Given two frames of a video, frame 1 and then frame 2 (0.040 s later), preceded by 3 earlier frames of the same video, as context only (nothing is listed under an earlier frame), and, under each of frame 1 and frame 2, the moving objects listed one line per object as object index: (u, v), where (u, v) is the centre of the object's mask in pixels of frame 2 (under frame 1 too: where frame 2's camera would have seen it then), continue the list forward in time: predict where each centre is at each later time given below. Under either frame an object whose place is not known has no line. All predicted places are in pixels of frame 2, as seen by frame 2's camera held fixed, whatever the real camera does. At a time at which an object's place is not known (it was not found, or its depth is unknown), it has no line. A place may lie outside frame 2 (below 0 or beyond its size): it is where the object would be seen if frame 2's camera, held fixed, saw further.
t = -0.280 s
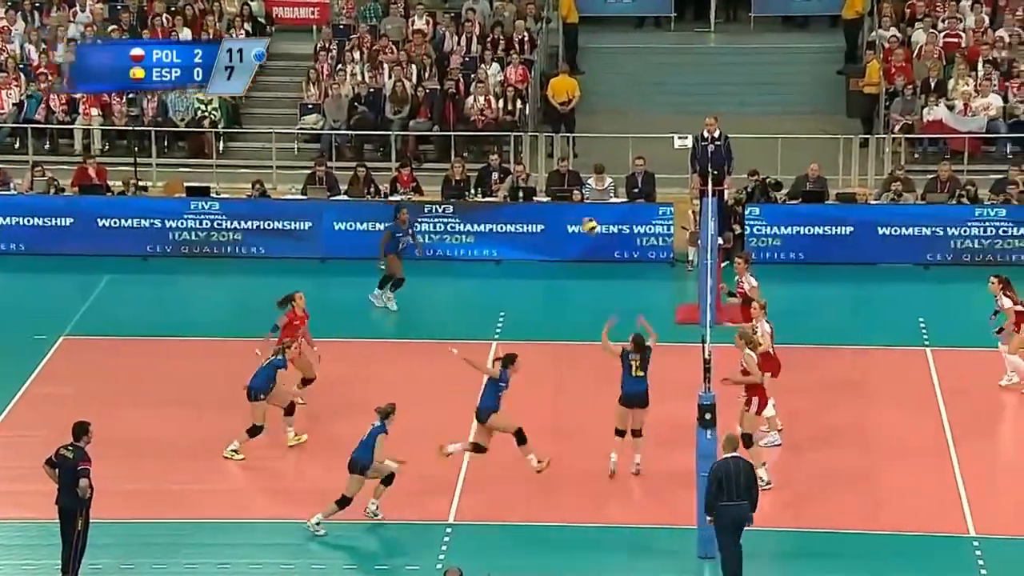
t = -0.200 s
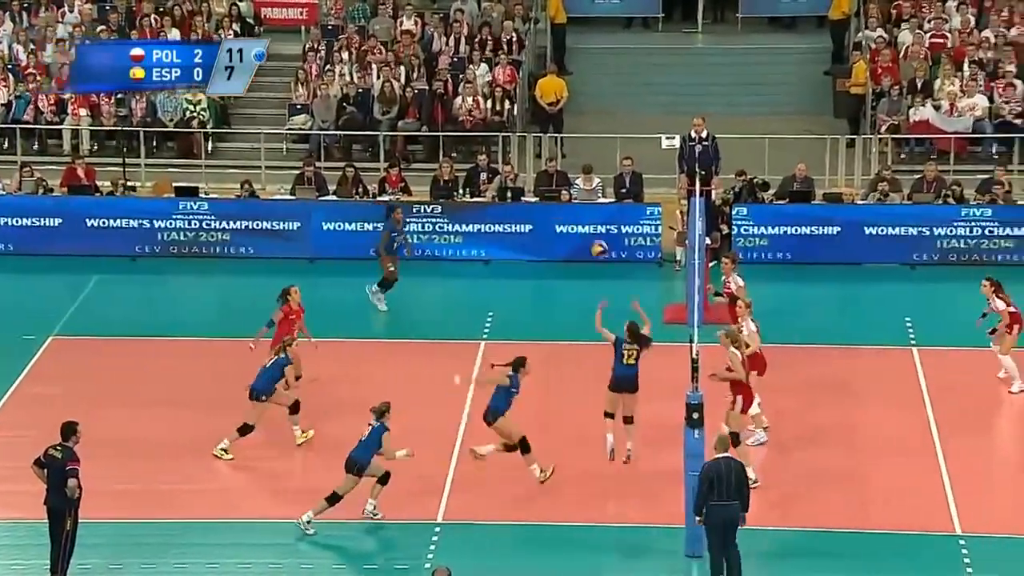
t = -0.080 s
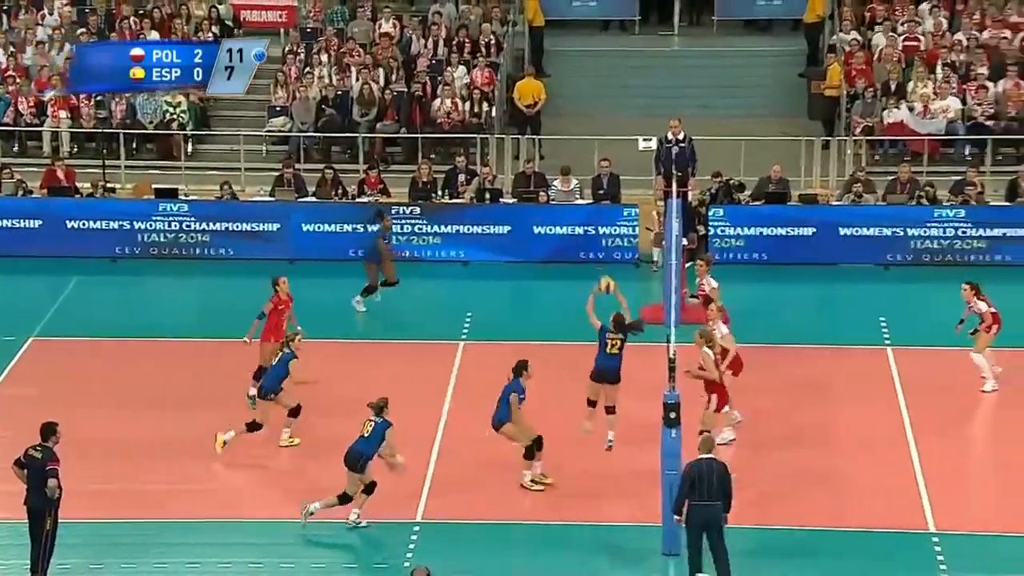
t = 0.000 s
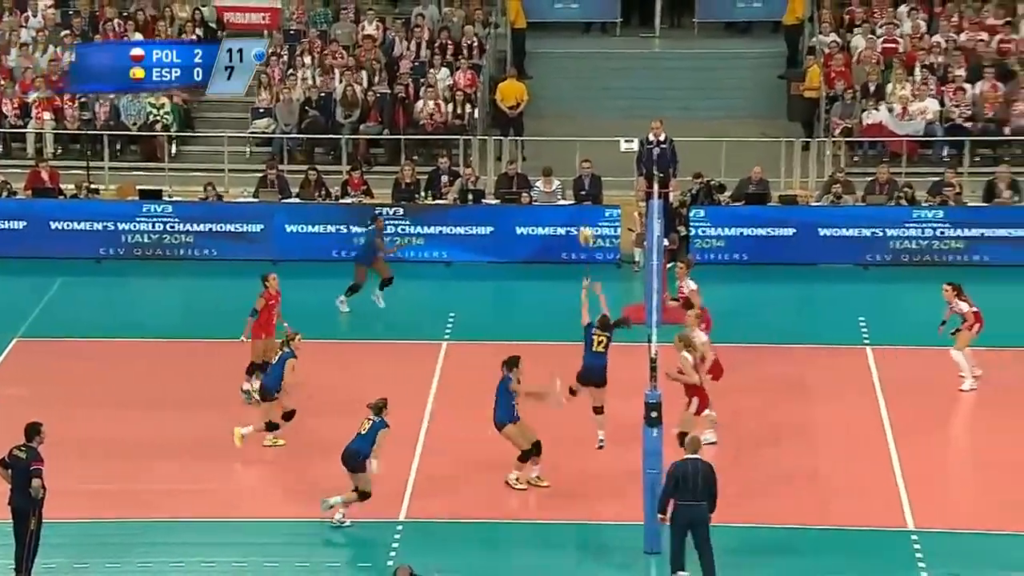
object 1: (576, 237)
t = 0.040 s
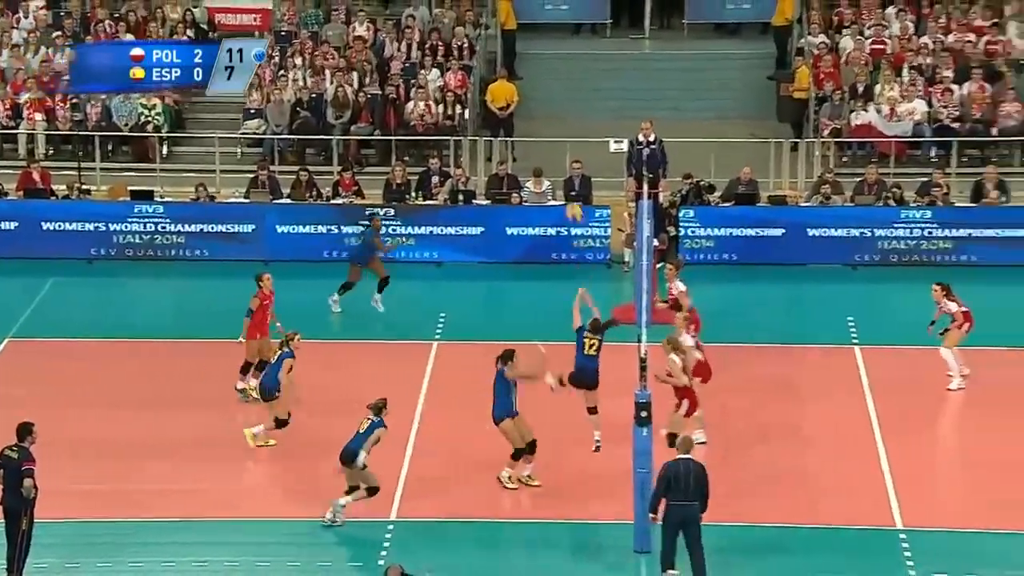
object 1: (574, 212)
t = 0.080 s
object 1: (571, 191)
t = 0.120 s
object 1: (570, 170)
